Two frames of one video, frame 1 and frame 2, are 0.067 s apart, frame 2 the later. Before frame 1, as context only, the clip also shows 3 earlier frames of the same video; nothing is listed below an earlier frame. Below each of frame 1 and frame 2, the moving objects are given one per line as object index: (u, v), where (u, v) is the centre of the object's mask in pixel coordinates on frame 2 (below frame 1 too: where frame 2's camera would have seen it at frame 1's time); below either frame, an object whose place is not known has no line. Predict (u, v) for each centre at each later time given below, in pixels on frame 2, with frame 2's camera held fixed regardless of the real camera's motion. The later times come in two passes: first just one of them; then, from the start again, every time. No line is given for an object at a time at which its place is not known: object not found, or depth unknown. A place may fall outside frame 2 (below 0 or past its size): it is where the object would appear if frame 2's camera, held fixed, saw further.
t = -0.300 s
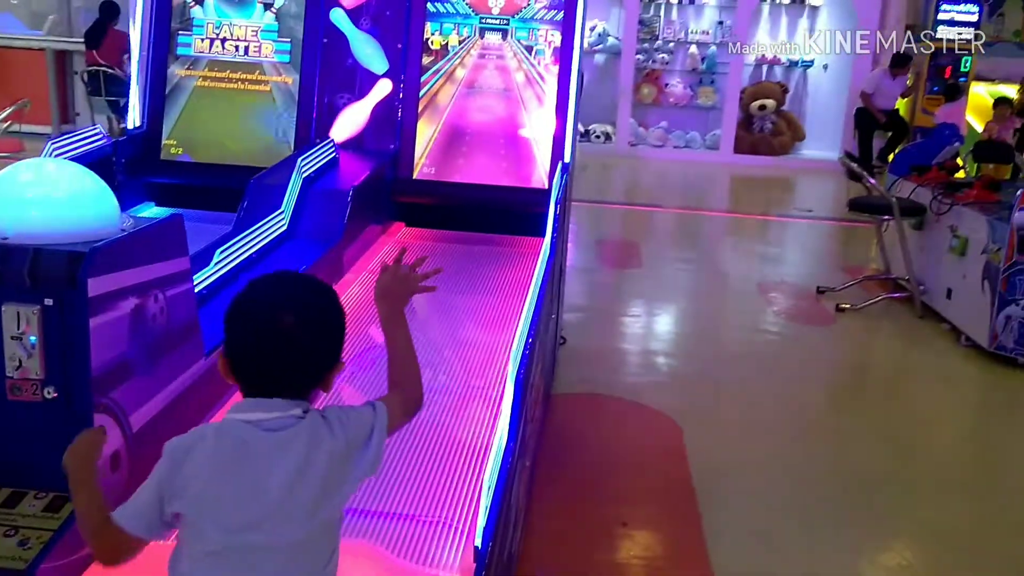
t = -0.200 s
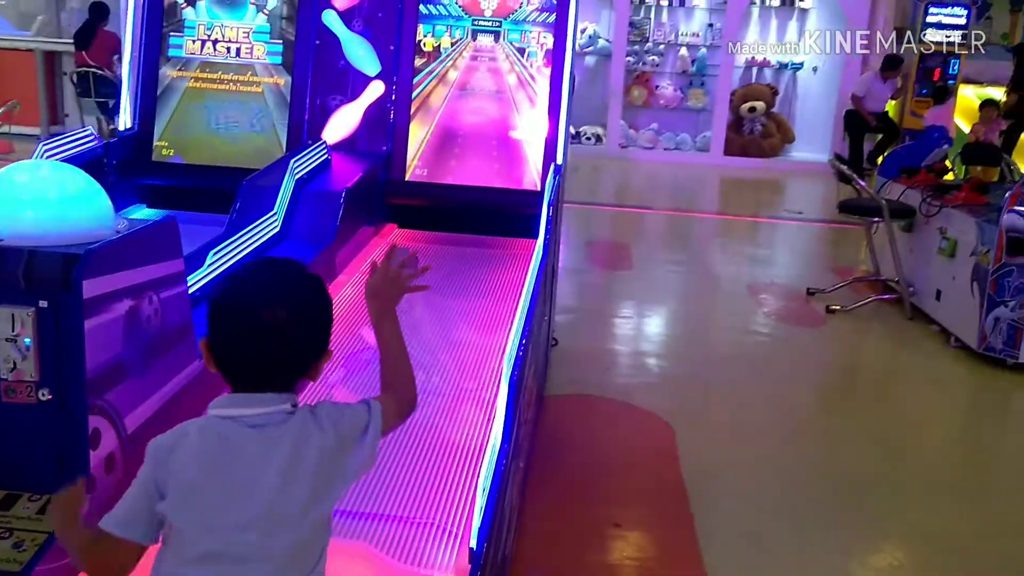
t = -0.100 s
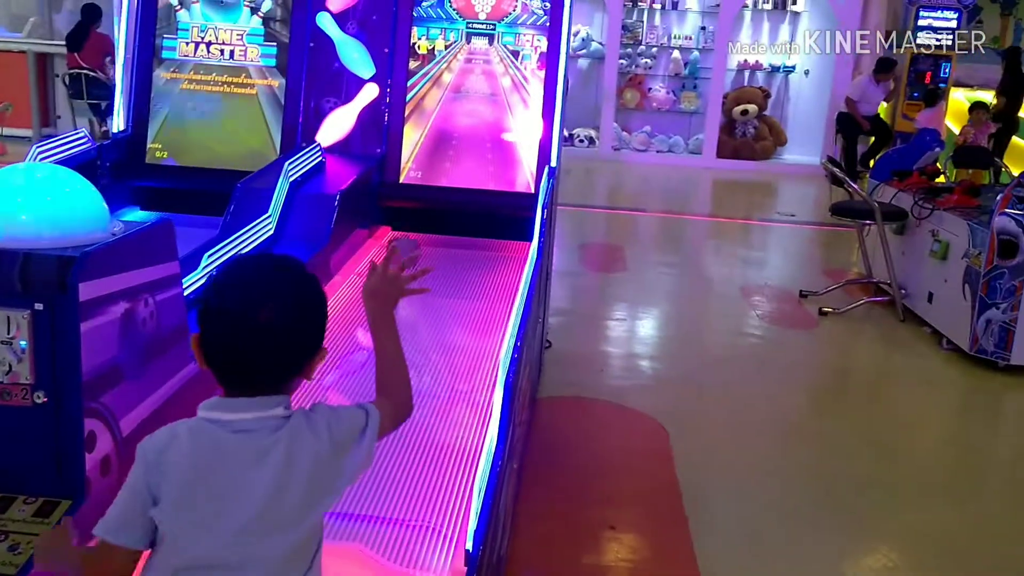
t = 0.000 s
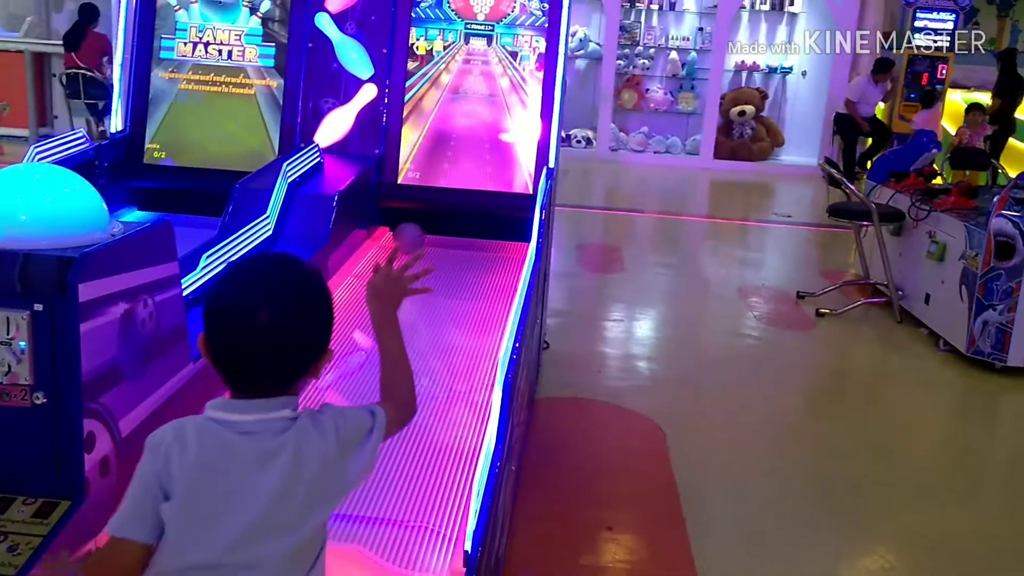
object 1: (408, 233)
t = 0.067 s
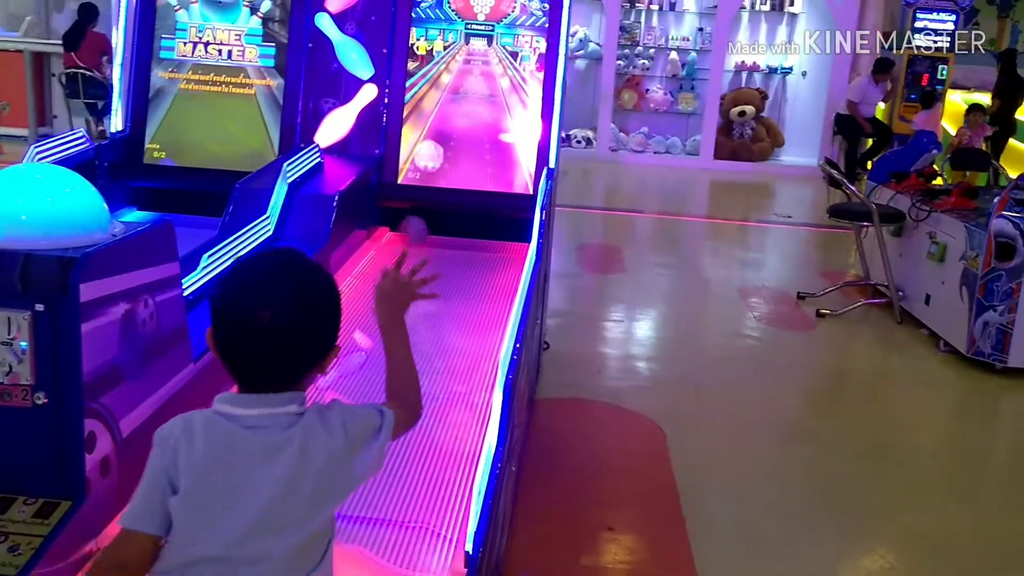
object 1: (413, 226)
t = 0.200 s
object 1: (420, 221)
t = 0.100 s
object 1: (416, 224)
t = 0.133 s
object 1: (417, 223)
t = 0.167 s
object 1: (419, 222)
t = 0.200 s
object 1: (420, 221)
